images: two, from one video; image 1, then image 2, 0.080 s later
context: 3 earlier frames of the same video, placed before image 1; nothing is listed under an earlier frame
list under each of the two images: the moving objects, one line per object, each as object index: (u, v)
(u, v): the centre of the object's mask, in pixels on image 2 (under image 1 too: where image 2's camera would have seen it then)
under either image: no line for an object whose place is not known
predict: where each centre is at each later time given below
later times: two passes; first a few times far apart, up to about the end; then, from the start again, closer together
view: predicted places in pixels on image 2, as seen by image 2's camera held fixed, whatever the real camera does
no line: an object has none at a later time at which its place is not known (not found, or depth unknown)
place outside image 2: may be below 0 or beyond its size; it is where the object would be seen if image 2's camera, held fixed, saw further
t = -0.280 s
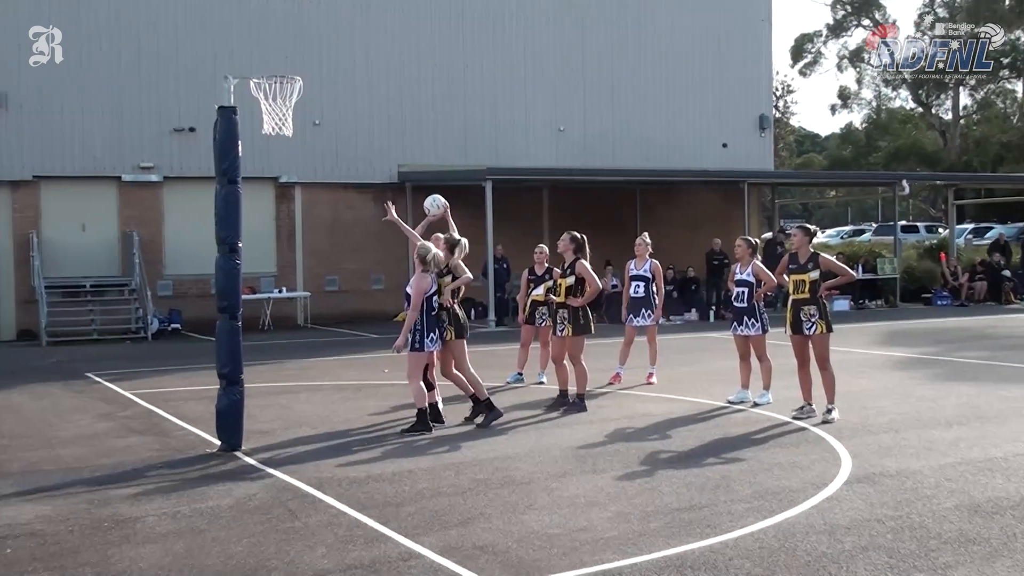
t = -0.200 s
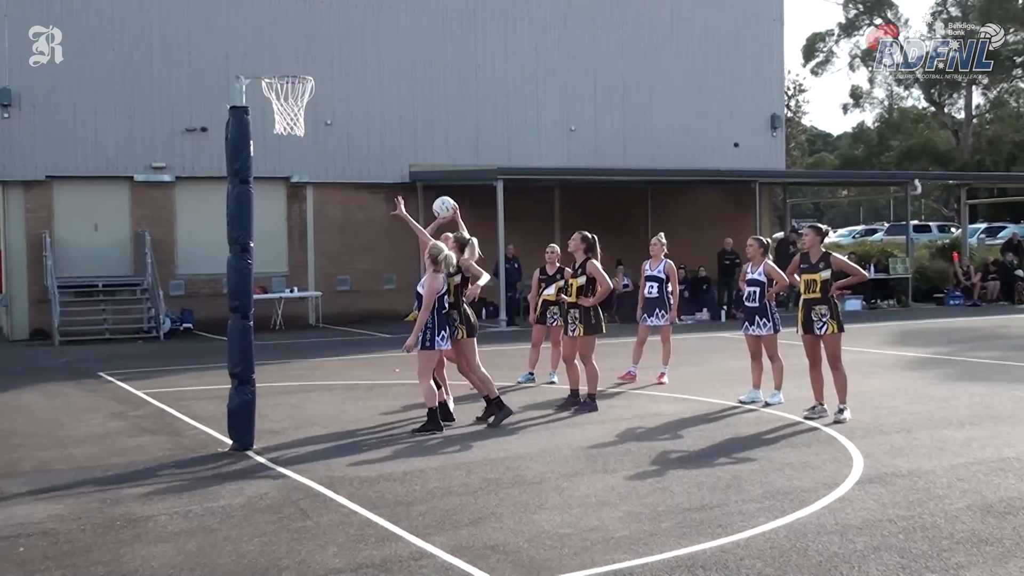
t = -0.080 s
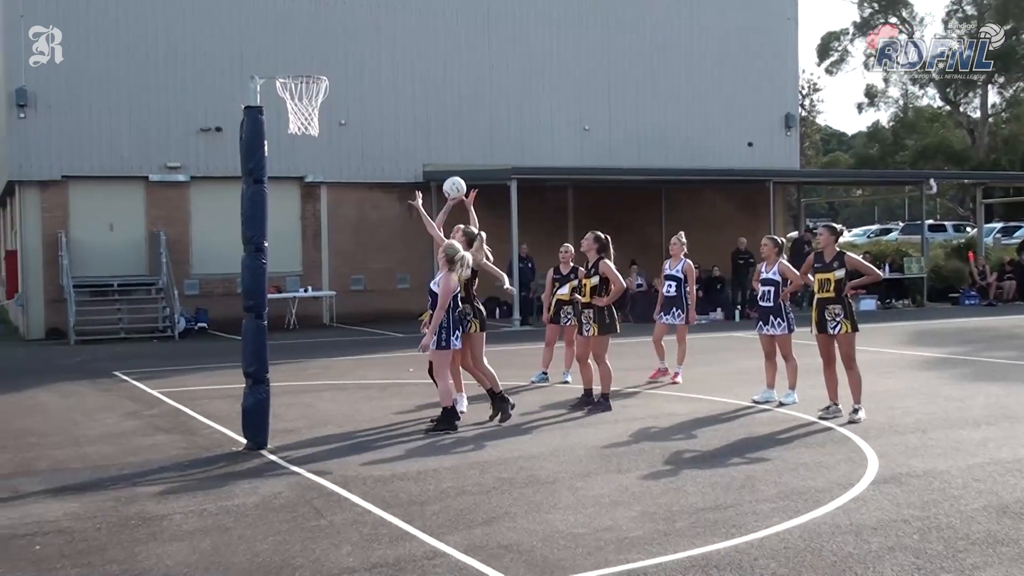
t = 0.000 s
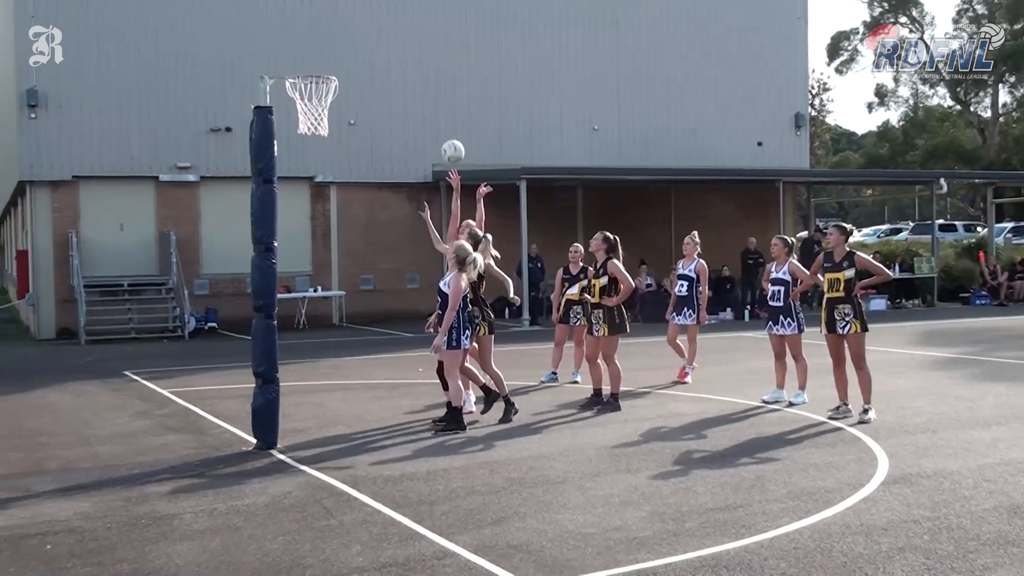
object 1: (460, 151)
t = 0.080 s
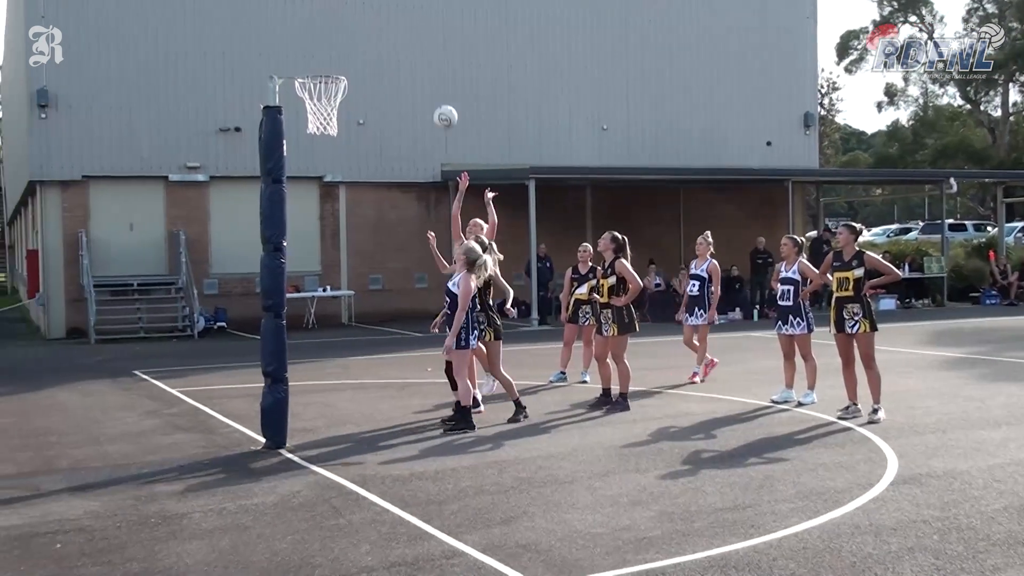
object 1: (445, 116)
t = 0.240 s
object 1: (414, 66)
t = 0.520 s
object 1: (352, 38)
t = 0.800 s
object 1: (334, 57)
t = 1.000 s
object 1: (392, 63)
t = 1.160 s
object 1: (440, 102)
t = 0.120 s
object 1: (438, 102)
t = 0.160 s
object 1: (430, 89)
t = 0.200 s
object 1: (422, 77)
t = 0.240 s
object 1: (414, 66)
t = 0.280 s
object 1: (405, 57)
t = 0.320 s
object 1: (397, 50)
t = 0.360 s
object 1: (388, 44)
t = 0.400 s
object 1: (379, 40)
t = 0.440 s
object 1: (371, 38)
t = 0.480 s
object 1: (361, 37)
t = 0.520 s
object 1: (352, 38)
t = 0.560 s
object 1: (343, 42)
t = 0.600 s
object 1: (333, 46)
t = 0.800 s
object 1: (334, 57)
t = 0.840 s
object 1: (345, 55)
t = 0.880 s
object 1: (357, 54)
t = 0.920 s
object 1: (369, 56)
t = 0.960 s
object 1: (380, 58)
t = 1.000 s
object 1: (392, 63)
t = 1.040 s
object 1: (404, 70)
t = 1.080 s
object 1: (417, 79)
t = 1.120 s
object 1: (428, 90)
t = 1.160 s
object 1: (440, 102)
